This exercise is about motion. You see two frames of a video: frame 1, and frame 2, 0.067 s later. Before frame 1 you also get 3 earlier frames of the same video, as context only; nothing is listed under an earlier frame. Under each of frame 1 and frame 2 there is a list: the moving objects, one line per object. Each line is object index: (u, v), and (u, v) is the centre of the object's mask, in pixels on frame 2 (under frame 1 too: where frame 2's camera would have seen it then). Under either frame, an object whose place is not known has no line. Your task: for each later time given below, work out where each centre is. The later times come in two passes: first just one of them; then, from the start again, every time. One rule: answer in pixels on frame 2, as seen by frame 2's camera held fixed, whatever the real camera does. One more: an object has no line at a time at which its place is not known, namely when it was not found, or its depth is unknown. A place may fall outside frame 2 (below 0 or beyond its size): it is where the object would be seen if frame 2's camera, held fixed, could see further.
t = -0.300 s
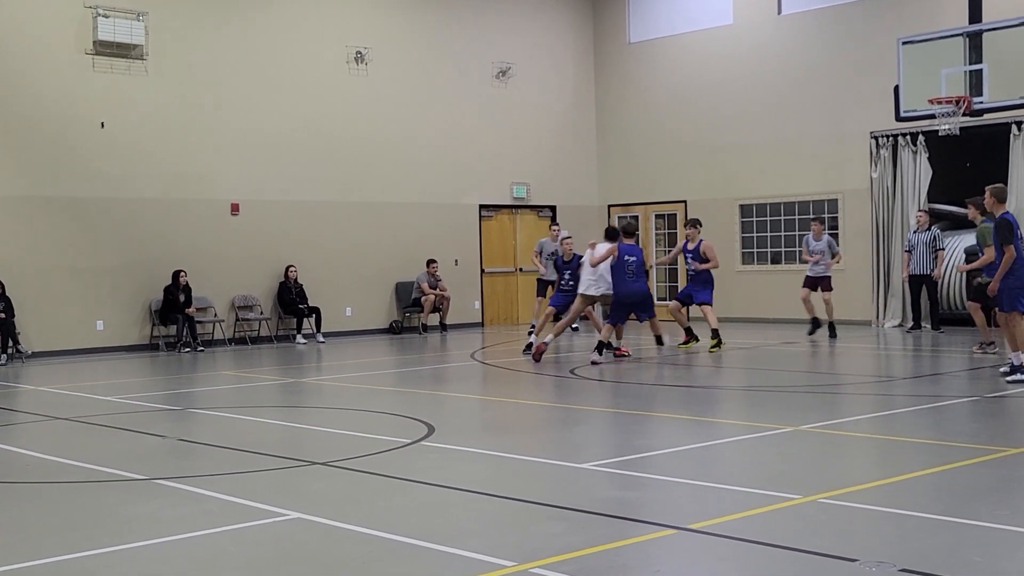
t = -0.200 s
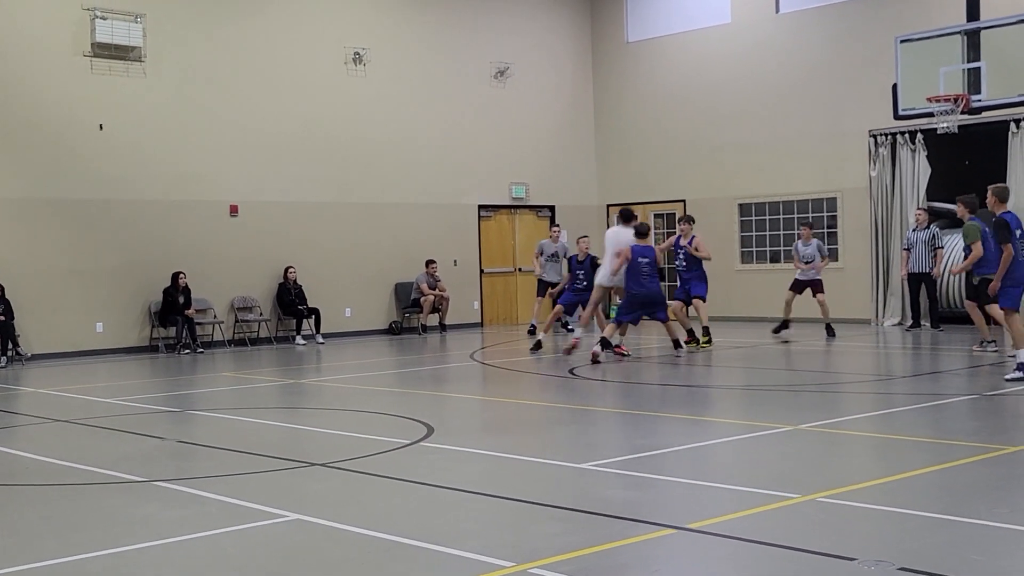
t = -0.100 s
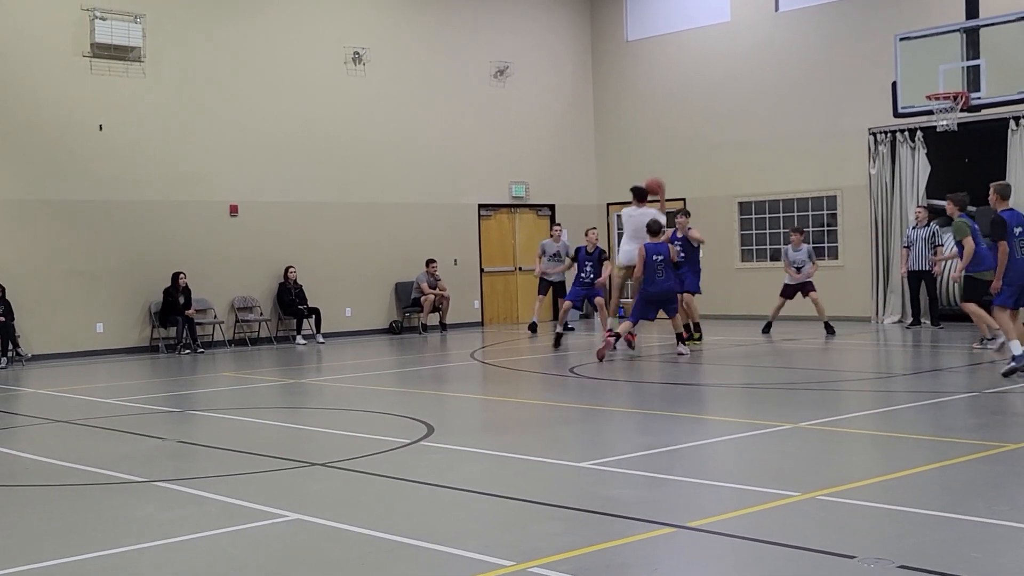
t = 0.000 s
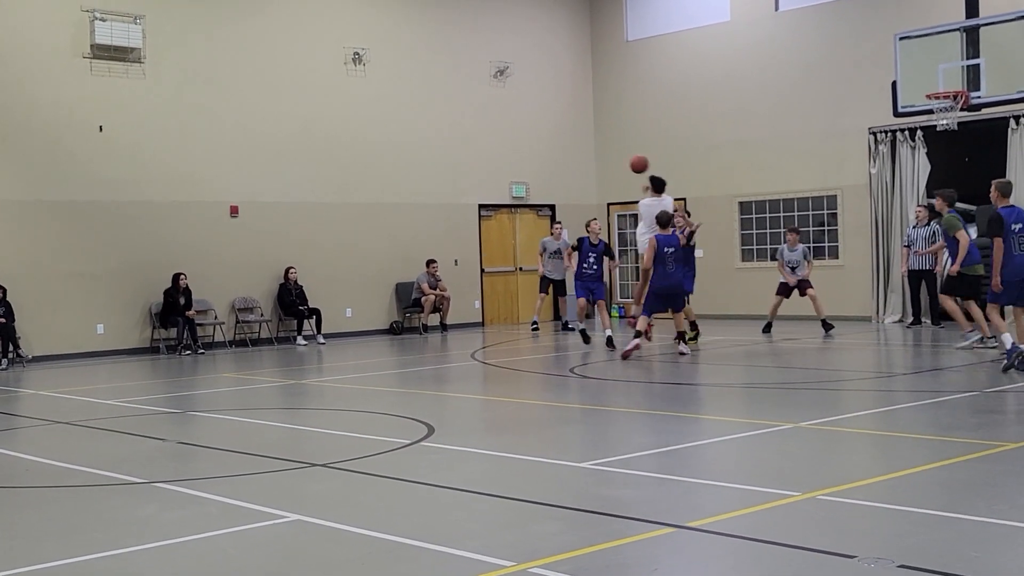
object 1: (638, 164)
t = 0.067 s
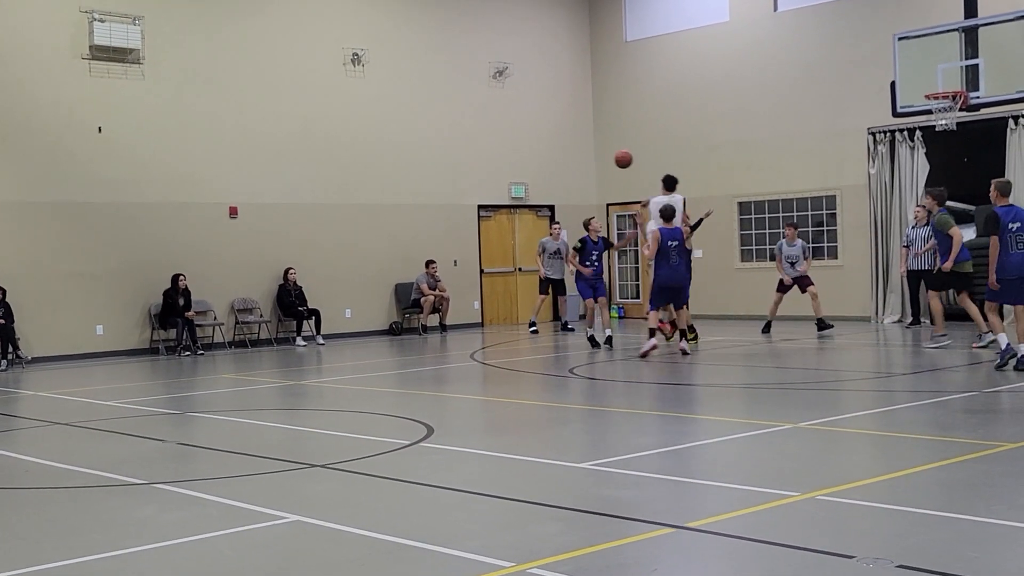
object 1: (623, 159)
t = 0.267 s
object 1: (586, 163)
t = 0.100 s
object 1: (616, 158)
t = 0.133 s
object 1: (610, 157)
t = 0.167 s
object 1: (603, 158)
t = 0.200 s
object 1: (597, 159)
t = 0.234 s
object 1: (591, 160)
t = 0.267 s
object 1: (586, 163)
